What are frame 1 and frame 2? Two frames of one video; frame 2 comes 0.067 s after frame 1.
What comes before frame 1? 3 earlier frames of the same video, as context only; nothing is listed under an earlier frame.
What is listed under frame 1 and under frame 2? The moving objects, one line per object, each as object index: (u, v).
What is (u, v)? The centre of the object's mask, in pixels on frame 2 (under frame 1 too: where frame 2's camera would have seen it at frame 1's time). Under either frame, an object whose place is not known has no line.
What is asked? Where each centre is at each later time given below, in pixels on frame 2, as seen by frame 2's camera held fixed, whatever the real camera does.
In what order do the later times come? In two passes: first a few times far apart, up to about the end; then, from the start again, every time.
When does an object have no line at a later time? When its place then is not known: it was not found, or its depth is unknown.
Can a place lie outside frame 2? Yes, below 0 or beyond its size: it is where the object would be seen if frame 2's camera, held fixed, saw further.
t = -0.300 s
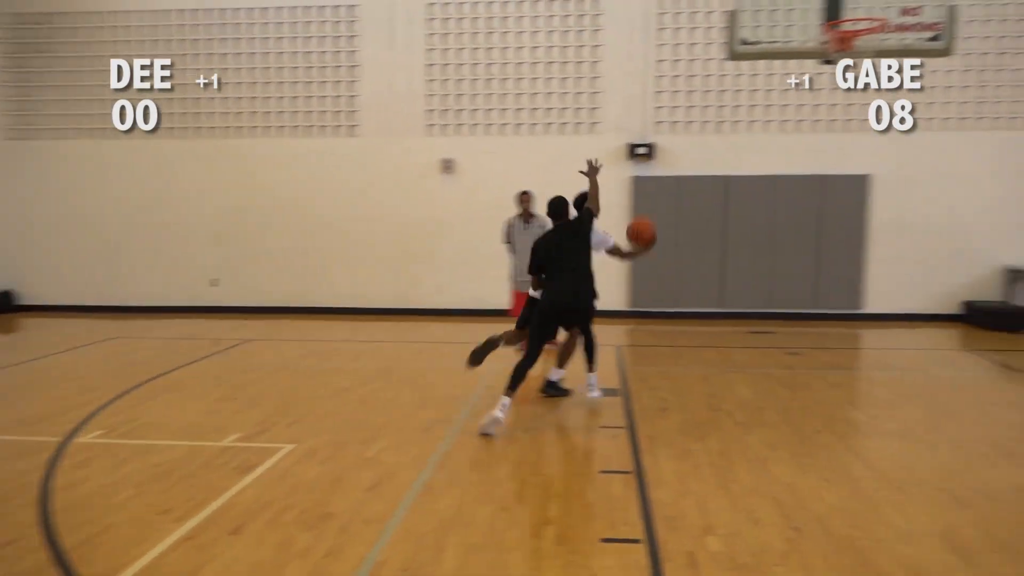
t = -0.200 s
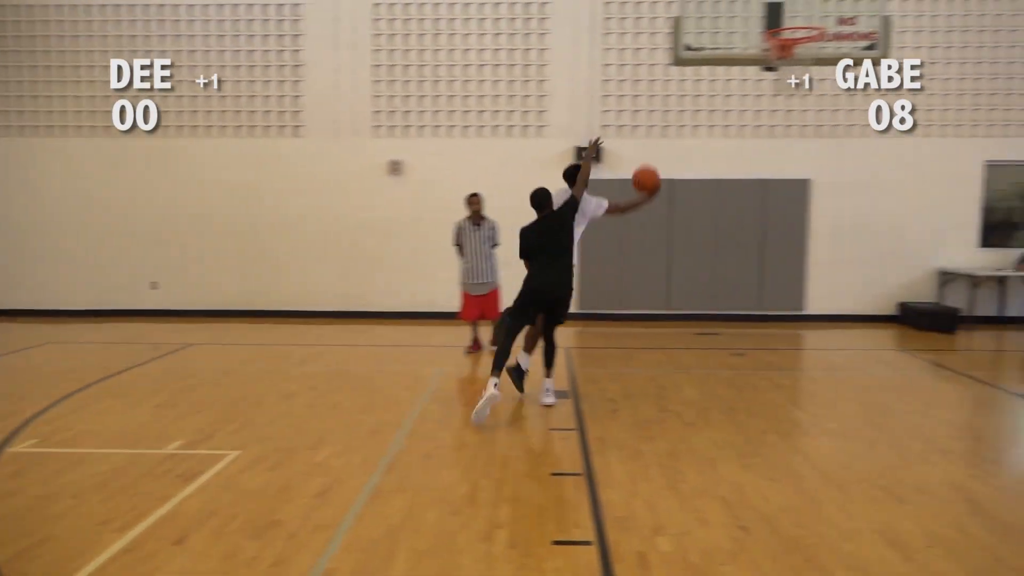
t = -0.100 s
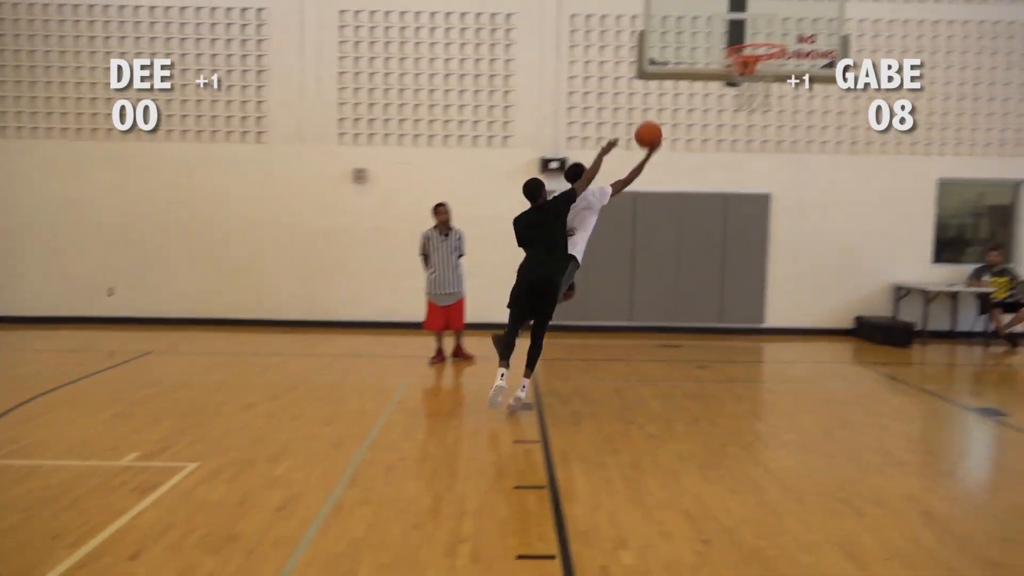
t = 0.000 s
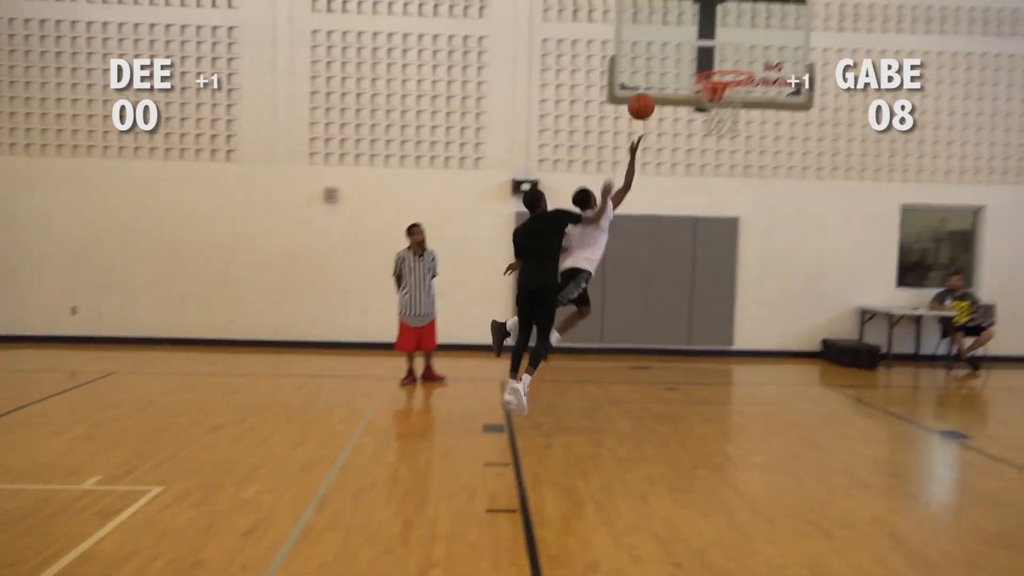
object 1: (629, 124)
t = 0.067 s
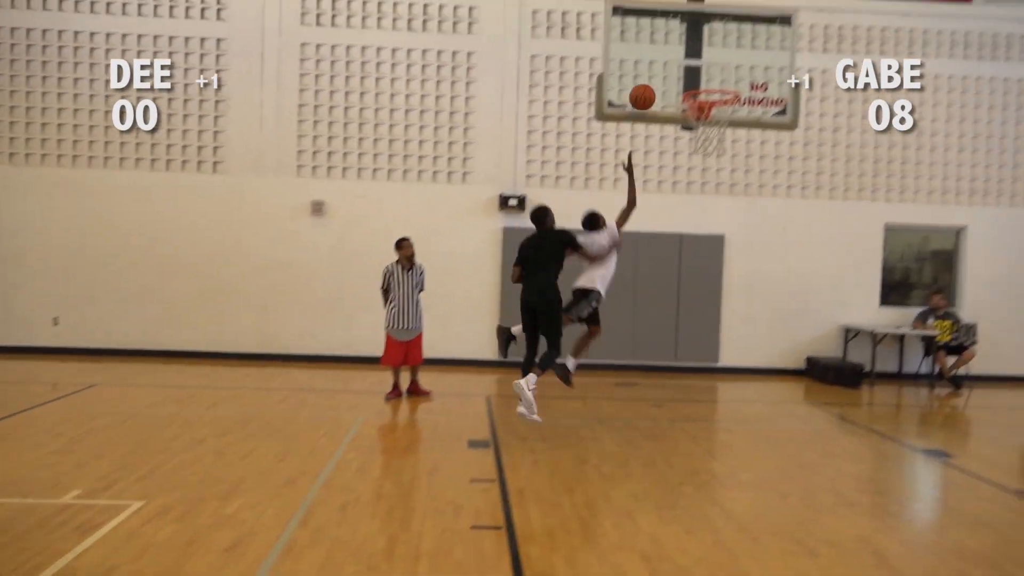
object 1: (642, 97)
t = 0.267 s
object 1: (679, 60)
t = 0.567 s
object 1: (734, 81)
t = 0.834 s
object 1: (785, 140)
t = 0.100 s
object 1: (648, 87)
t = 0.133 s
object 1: (655, 80)
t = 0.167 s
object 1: (661, 73)
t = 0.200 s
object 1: (667, 67)
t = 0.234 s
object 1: (673, 63)
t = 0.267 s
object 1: (679, 60)
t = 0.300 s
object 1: (685, 58)
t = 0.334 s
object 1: (691, 57)
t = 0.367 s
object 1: (696, 58)
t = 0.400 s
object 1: (702, 59)
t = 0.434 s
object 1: (708, 62)
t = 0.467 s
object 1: (715, 67)
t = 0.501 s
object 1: (721, 72)
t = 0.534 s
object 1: (727, 79)
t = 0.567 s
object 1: (734, 81)
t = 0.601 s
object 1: (740, 83)
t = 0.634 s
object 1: (747, 87)
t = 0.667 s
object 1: (753, 93)
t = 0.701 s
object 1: (760, 100)
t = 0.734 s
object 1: (766, 107)
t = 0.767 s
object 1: (772, 117)
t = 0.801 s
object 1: (778, 128)
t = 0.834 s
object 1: (785, 140)
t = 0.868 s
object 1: (791, 154)
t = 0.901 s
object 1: (797, 169)
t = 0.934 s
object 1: (804, 185)
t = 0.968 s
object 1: (809, 203)
